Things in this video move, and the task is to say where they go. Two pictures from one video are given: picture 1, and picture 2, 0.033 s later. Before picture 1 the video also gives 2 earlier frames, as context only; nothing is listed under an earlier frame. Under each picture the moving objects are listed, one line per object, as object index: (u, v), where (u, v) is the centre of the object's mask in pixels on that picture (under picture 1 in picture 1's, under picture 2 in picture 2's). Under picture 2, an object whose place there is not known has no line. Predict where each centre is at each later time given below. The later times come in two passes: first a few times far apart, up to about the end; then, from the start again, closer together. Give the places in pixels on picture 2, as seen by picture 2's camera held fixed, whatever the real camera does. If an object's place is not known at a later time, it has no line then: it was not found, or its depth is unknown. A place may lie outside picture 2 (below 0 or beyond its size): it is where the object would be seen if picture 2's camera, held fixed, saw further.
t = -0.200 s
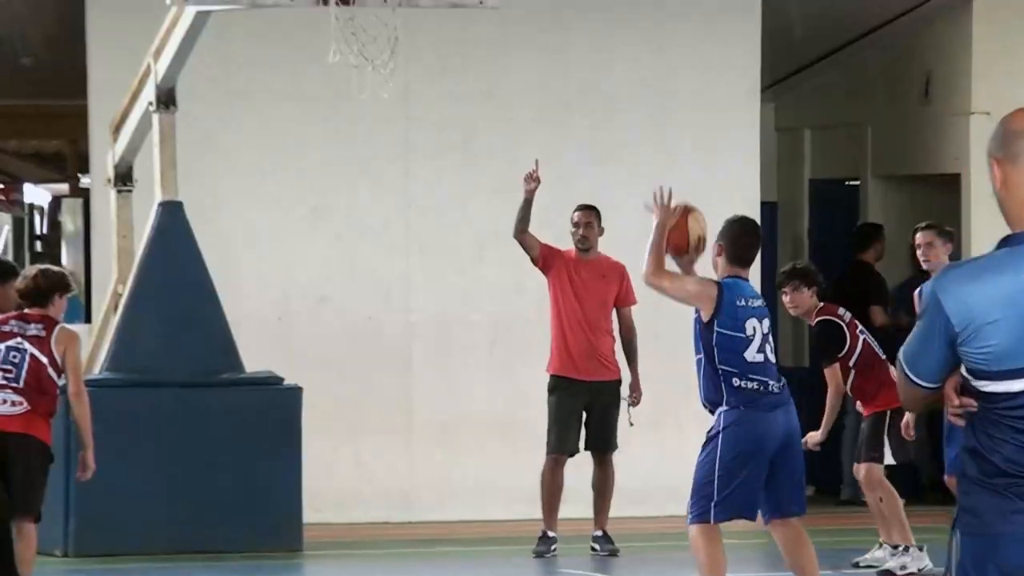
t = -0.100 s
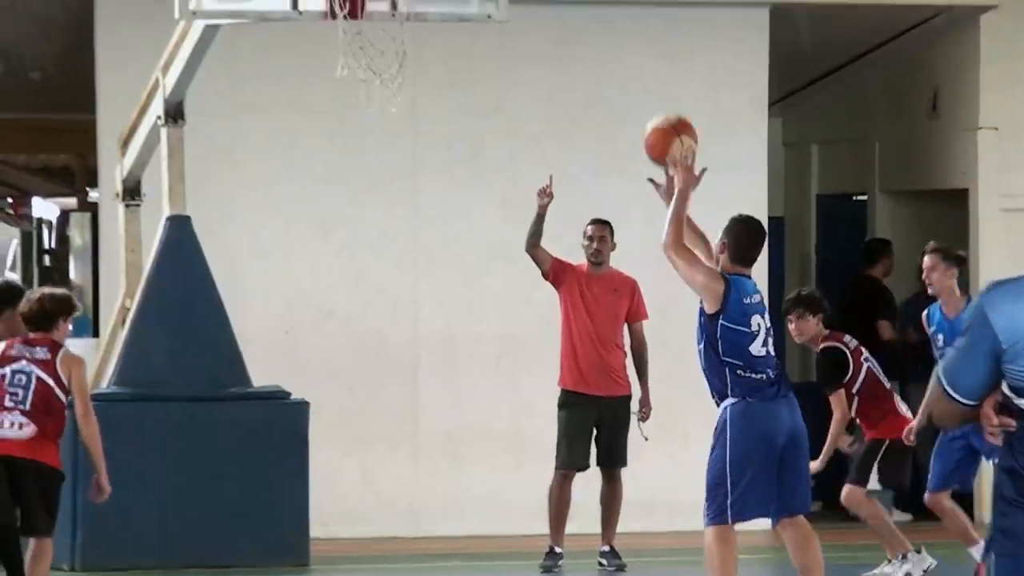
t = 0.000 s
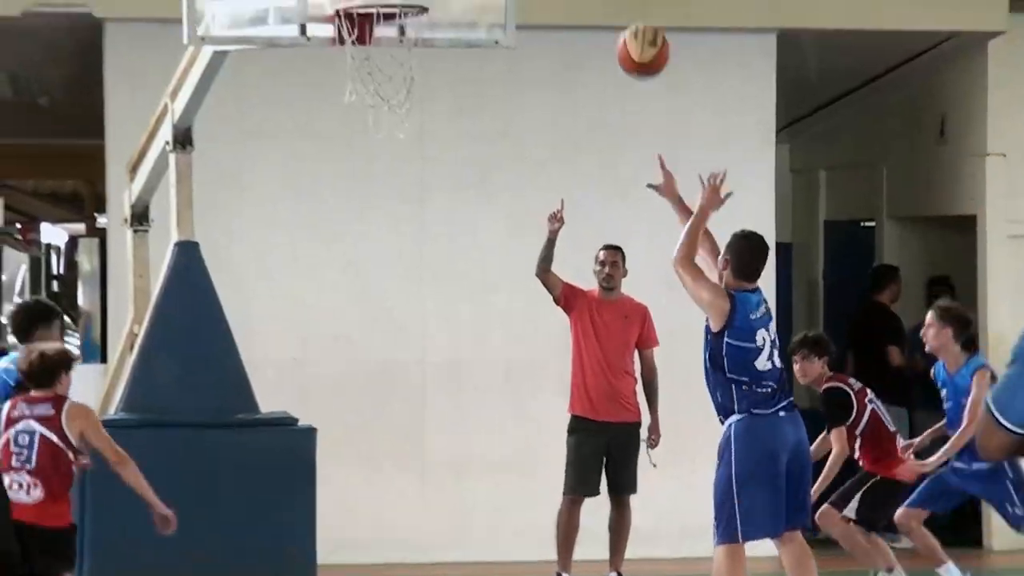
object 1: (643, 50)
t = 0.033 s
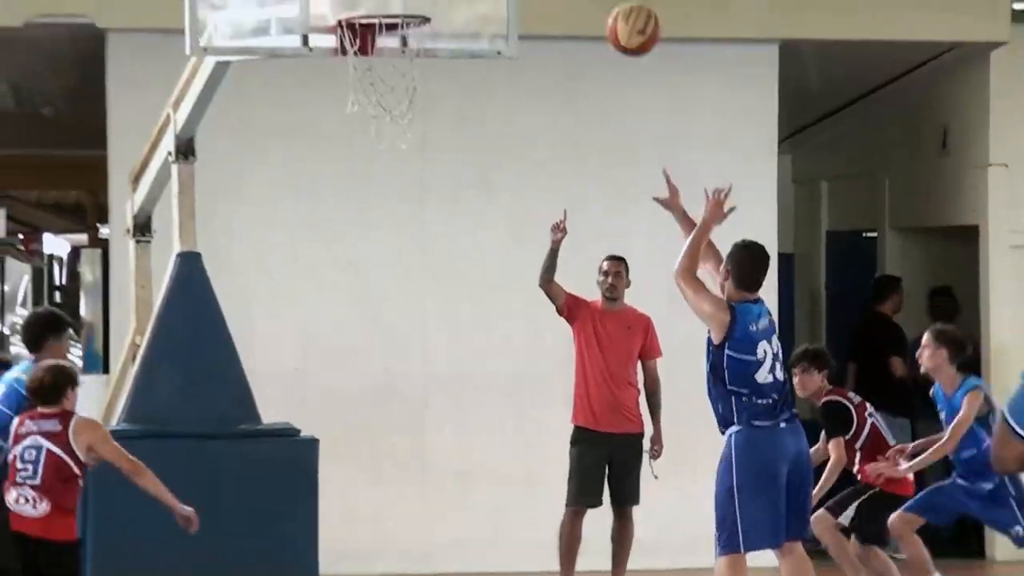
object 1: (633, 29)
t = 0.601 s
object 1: (454, -134)
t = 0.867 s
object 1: (379, 8)
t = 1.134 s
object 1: (392, -12)
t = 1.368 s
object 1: (402, 92)
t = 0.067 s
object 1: (622, 5)
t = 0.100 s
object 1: (611, -16)
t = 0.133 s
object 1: (597, -34)
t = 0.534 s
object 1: (473, -134)
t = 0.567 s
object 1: (463, -135)
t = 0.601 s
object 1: (454, -134)
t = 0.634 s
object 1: (443, -124)
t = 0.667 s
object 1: (434, -110)
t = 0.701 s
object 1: (424, -94)
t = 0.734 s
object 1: (415, -76)
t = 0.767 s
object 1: (405, -55)
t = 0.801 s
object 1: (396, -32)
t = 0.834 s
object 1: (387, -7)
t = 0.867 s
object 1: (379, 8)
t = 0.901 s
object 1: (382, -1)
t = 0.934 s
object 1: (383, -7)
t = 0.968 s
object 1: (384, -13)
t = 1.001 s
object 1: (385, -18)
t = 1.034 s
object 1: (387, -19)
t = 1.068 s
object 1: (388, -20)
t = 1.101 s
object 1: (390, -17)
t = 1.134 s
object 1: (392, -12)
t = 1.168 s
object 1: (393, -5)
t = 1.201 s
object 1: (395, 5)
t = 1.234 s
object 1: (396, 18)
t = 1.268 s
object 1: (398, 32)
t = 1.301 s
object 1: (399, 50)
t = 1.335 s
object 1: (400, 70)
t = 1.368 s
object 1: (402, 92)
